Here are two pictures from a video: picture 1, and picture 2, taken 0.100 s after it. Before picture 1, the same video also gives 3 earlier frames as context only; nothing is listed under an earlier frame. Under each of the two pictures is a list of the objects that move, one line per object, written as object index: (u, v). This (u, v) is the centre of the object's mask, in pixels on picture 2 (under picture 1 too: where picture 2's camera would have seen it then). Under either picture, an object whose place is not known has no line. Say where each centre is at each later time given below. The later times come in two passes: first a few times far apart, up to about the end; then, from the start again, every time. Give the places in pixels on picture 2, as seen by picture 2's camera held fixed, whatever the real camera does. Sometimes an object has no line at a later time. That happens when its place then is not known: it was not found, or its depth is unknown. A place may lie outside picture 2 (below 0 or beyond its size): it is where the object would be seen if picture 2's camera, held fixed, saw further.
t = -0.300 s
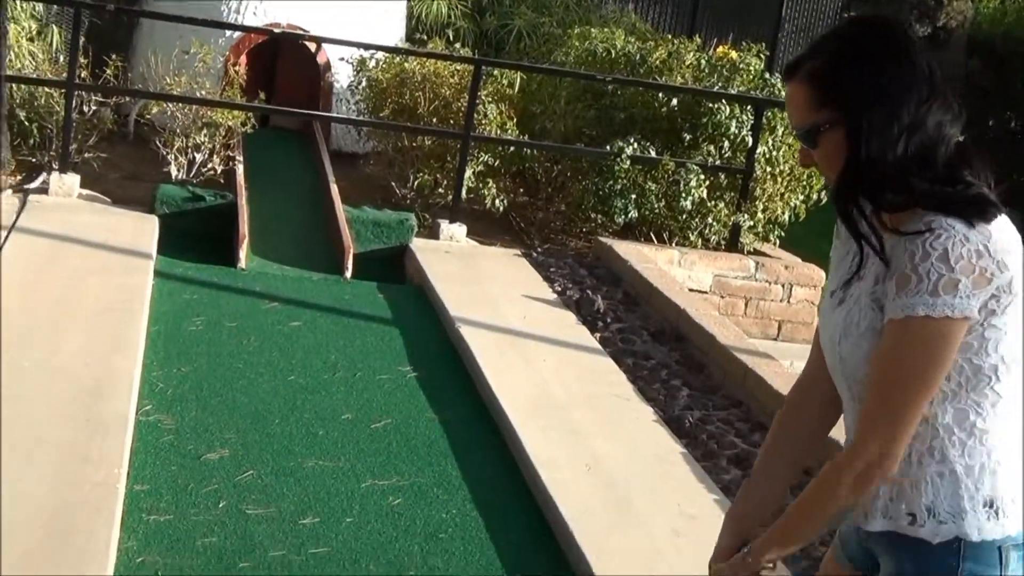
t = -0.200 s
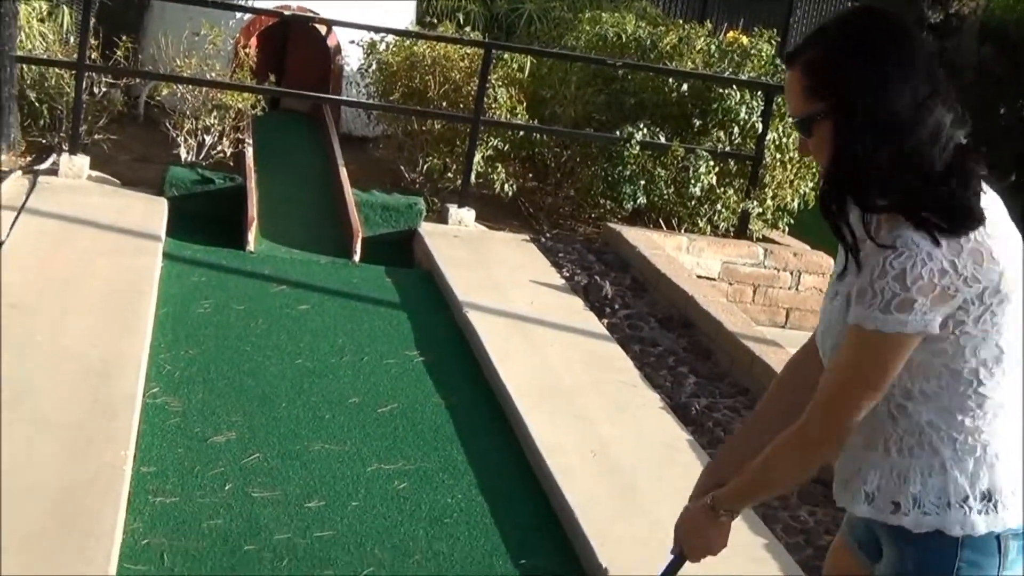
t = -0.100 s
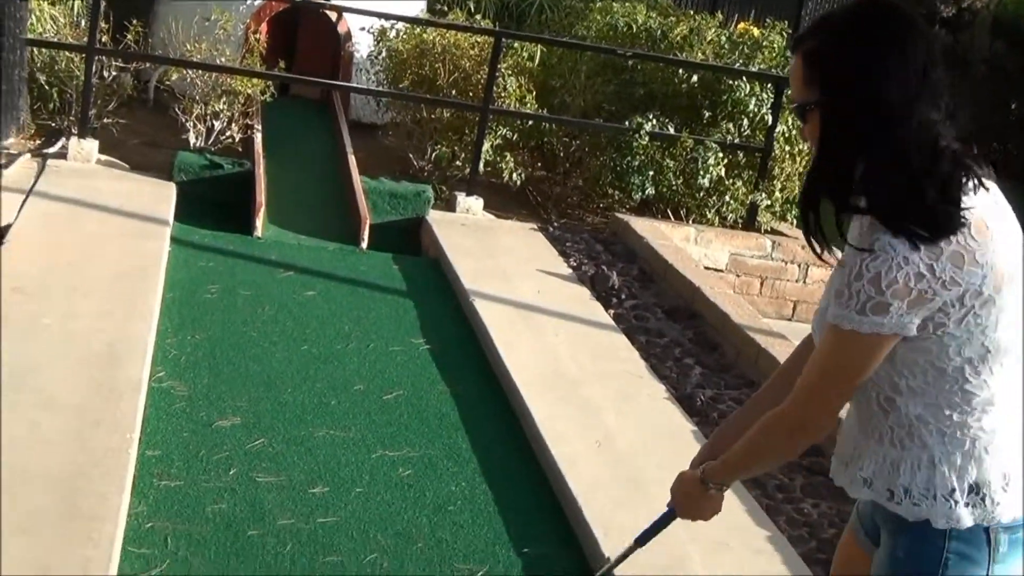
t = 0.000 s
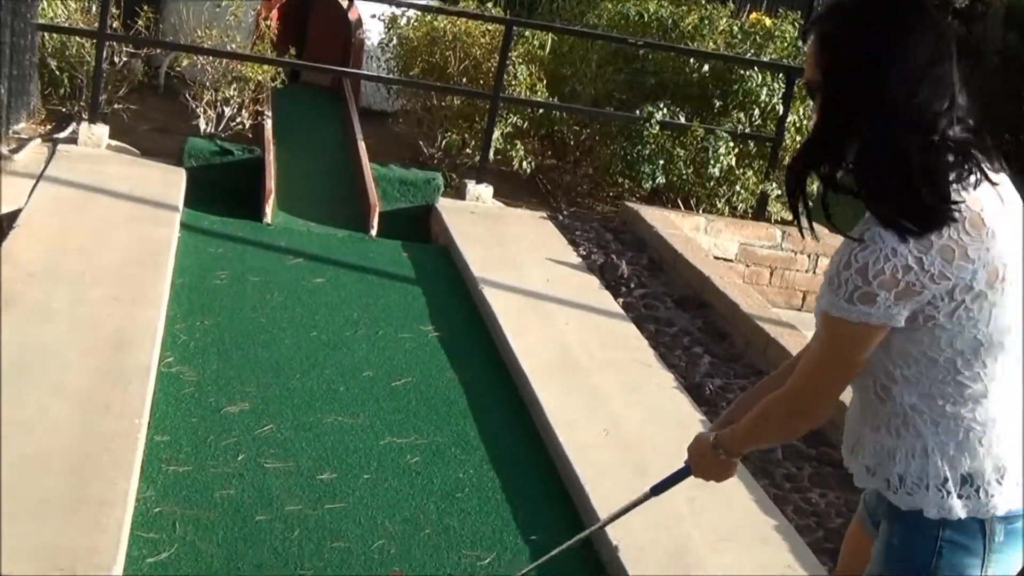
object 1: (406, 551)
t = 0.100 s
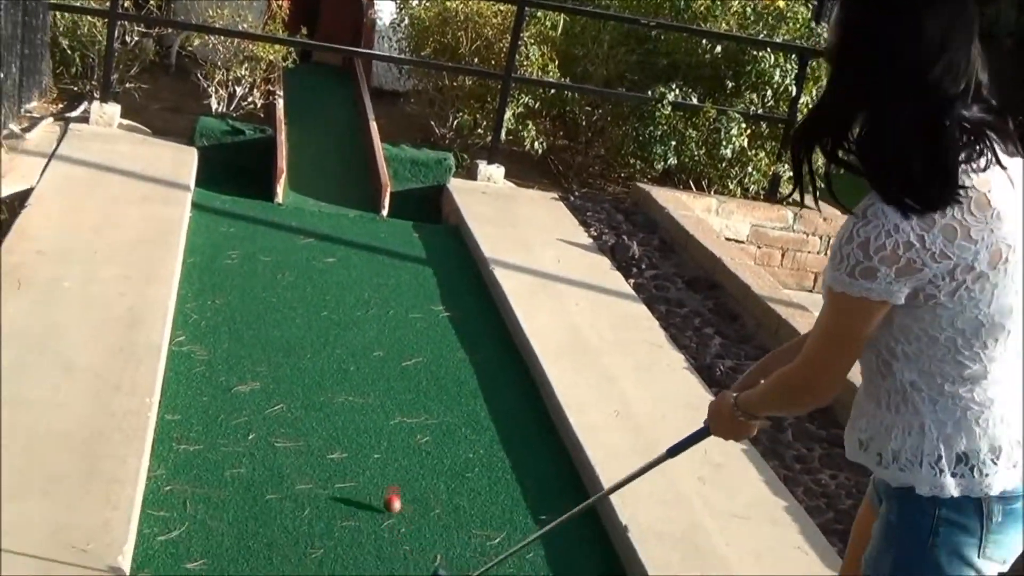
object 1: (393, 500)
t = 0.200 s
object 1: (384, 441)
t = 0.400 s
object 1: (368, 357)
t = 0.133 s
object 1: (390, 478)
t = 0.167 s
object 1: (387, 456)
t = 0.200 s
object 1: (384, 441)
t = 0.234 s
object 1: (379, 426)
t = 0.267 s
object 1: (378, 411)
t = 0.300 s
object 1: (375, 397)
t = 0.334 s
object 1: (372, 382)
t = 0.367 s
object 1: (370, 370)
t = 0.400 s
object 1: (368, 357)
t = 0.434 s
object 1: (366, 344)
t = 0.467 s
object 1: (363, 334)
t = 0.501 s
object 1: (361, 322)
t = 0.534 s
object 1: (359, 313)
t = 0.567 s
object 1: (357, 302)
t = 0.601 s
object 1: (356, 293)
